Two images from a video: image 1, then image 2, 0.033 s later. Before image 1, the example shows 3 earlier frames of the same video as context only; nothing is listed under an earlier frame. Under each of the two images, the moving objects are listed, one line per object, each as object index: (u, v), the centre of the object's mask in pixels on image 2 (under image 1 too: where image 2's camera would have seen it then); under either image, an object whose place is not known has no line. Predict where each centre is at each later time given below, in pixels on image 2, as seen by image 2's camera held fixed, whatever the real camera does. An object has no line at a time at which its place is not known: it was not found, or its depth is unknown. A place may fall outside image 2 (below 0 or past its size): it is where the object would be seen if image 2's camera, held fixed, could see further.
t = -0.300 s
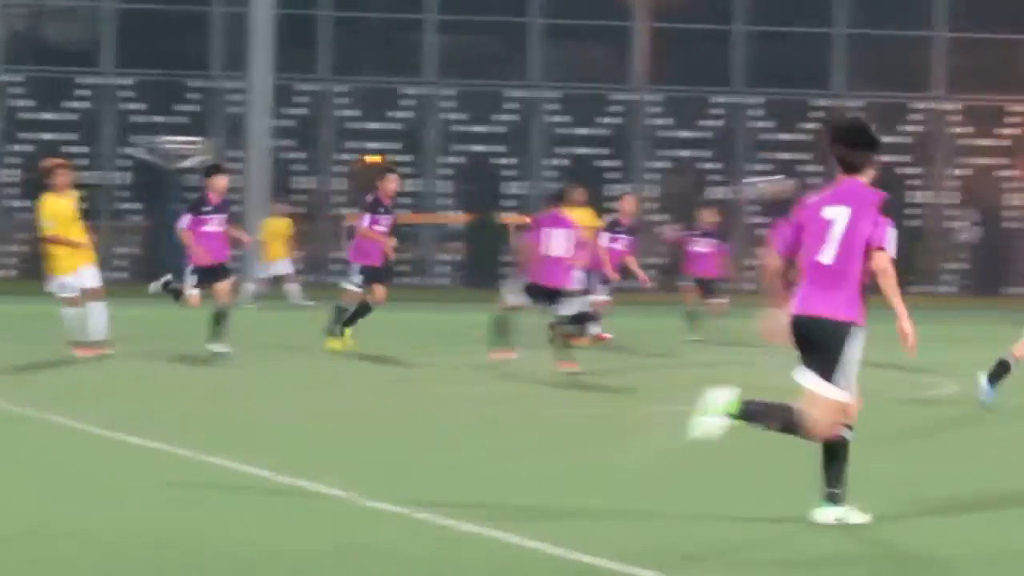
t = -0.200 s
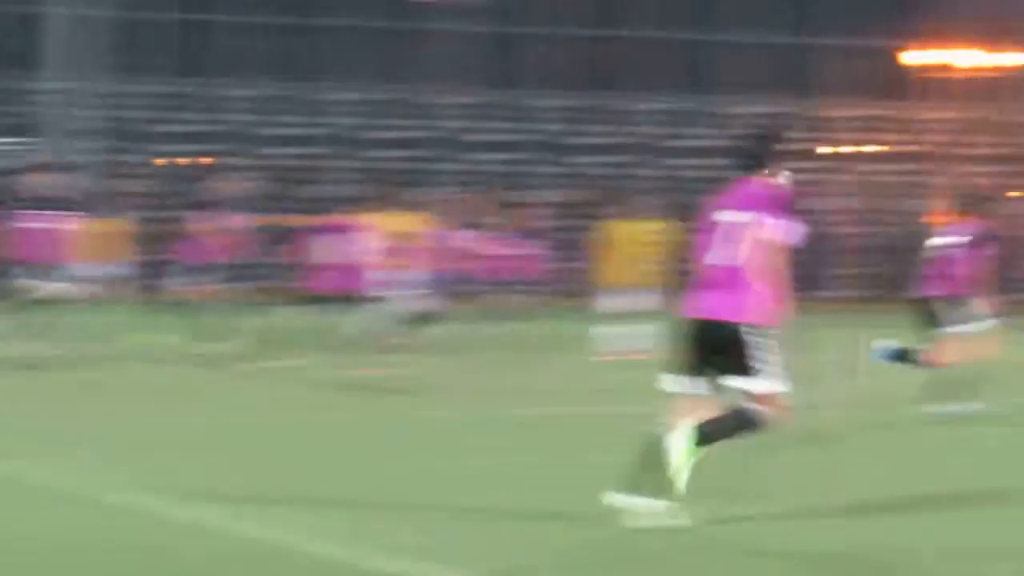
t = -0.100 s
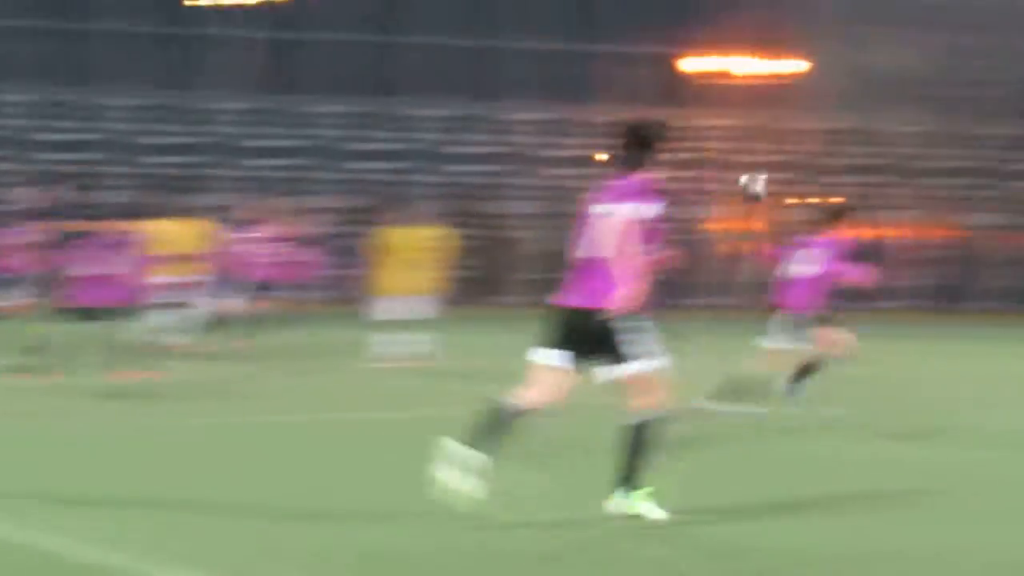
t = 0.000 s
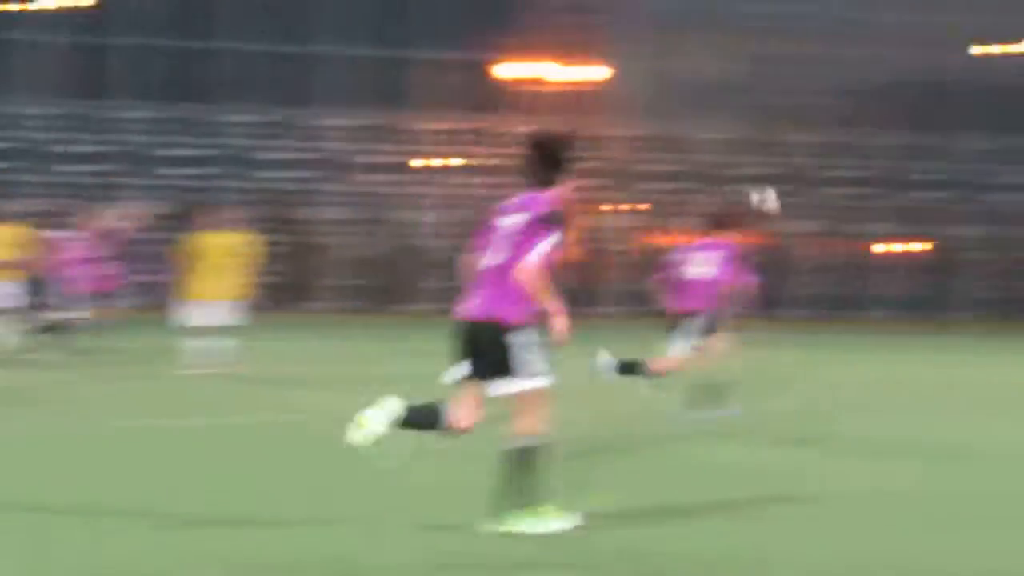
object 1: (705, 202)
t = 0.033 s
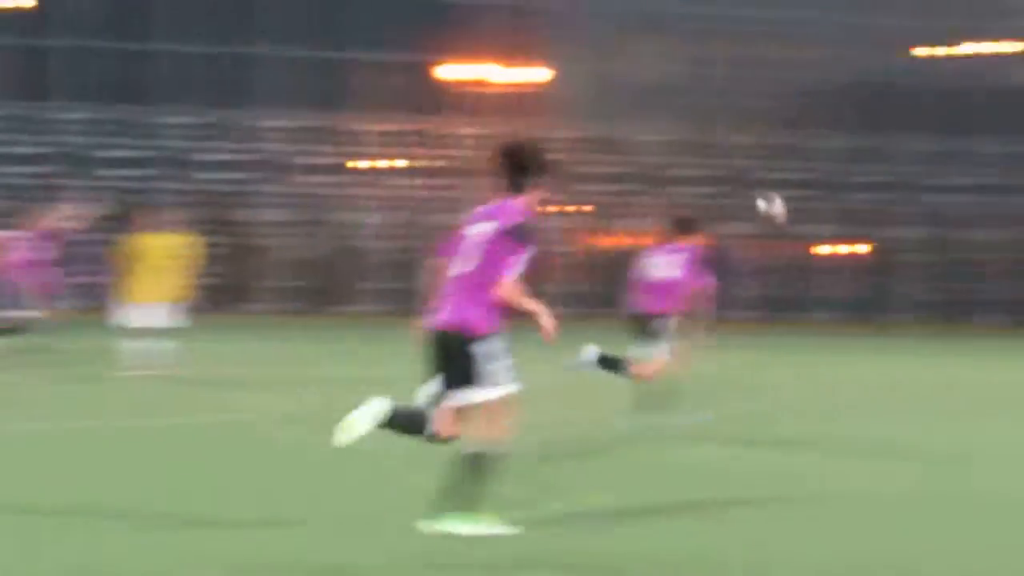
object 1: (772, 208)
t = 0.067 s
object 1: (839, 215)
